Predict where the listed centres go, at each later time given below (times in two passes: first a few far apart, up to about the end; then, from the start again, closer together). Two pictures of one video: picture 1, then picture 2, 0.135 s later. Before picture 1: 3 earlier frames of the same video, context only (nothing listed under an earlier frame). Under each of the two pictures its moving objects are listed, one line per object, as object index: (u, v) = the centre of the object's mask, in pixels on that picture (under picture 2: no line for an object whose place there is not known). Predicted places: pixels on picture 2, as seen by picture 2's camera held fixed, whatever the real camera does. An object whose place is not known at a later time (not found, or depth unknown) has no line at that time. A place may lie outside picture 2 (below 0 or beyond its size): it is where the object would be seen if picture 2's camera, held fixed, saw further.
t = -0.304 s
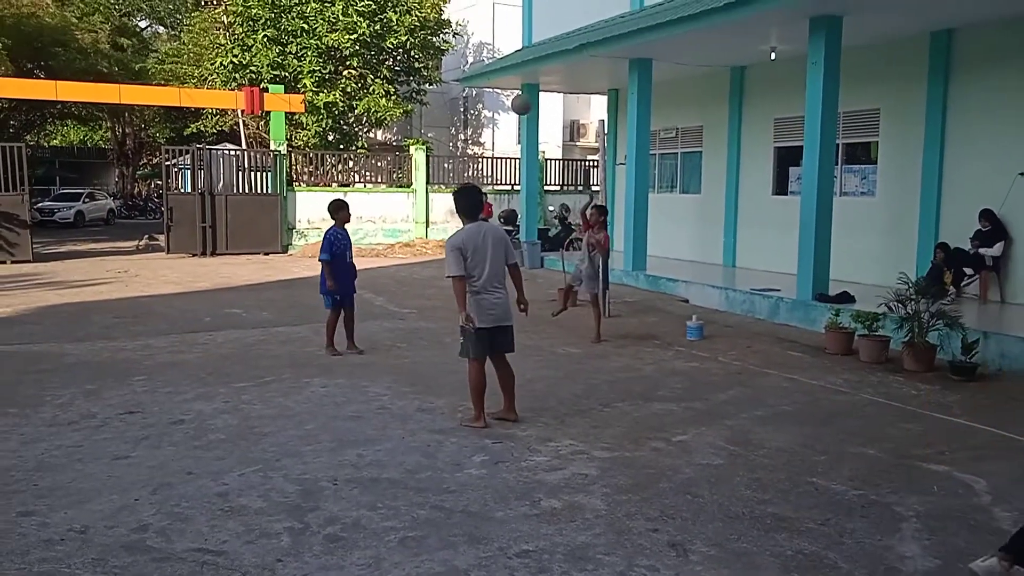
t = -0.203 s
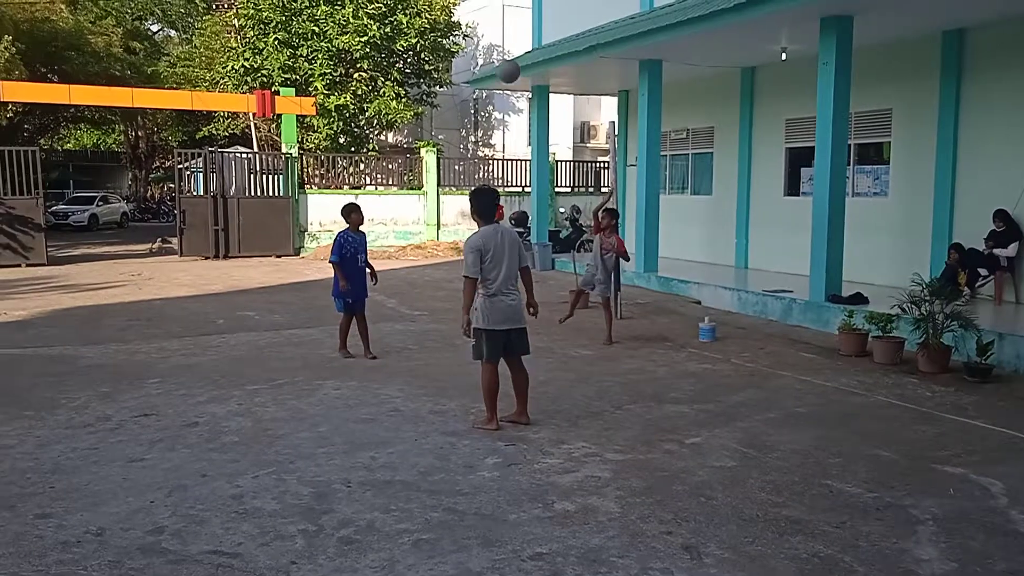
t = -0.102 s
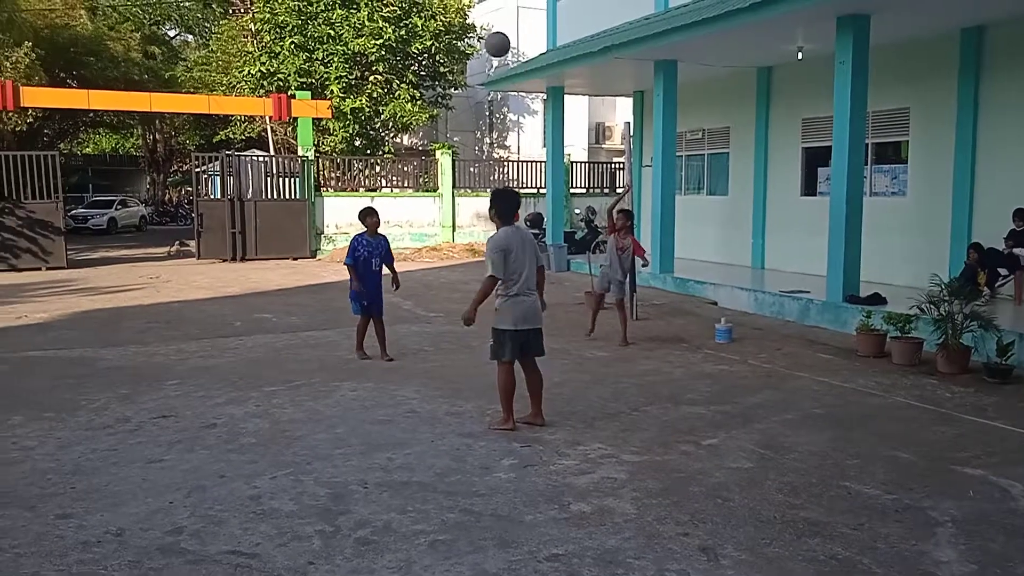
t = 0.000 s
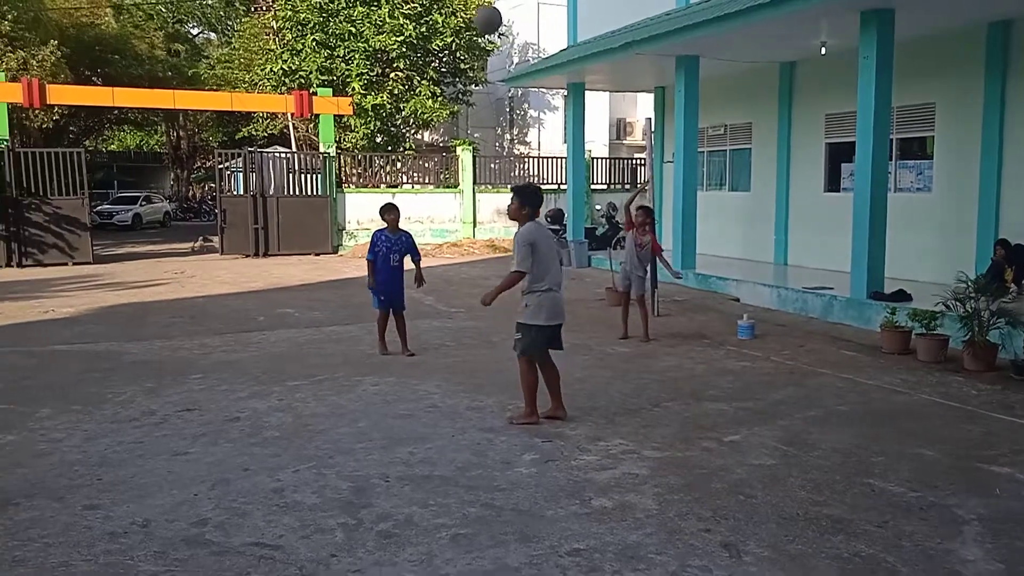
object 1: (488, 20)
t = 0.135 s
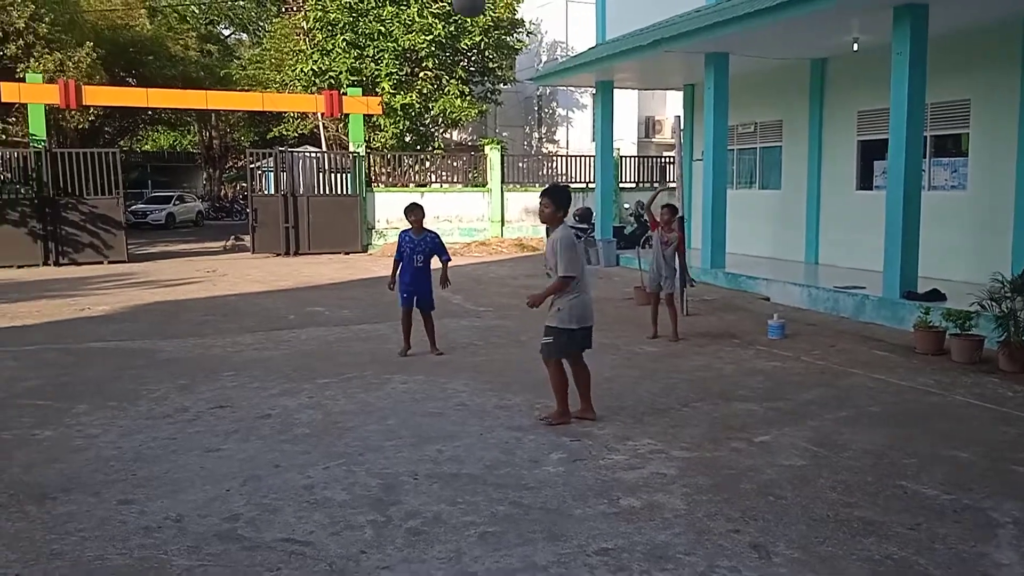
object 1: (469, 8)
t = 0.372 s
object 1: (353, 37)
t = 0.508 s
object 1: (254, 116)
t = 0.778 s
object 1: (-114, 556)
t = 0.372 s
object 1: (353, 37)
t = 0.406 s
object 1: (331, 50)
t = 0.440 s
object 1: (308, 68)
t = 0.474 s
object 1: (282, 90)
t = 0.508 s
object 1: (254, 116)
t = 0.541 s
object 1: (222, 145)
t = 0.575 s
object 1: (189, 179)
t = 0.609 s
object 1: (150, 217)
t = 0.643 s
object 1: (109, 263)
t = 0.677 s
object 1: (63, 318)
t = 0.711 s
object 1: (13, 385)
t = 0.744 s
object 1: (-47, 465)
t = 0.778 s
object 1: (-114, 556)
